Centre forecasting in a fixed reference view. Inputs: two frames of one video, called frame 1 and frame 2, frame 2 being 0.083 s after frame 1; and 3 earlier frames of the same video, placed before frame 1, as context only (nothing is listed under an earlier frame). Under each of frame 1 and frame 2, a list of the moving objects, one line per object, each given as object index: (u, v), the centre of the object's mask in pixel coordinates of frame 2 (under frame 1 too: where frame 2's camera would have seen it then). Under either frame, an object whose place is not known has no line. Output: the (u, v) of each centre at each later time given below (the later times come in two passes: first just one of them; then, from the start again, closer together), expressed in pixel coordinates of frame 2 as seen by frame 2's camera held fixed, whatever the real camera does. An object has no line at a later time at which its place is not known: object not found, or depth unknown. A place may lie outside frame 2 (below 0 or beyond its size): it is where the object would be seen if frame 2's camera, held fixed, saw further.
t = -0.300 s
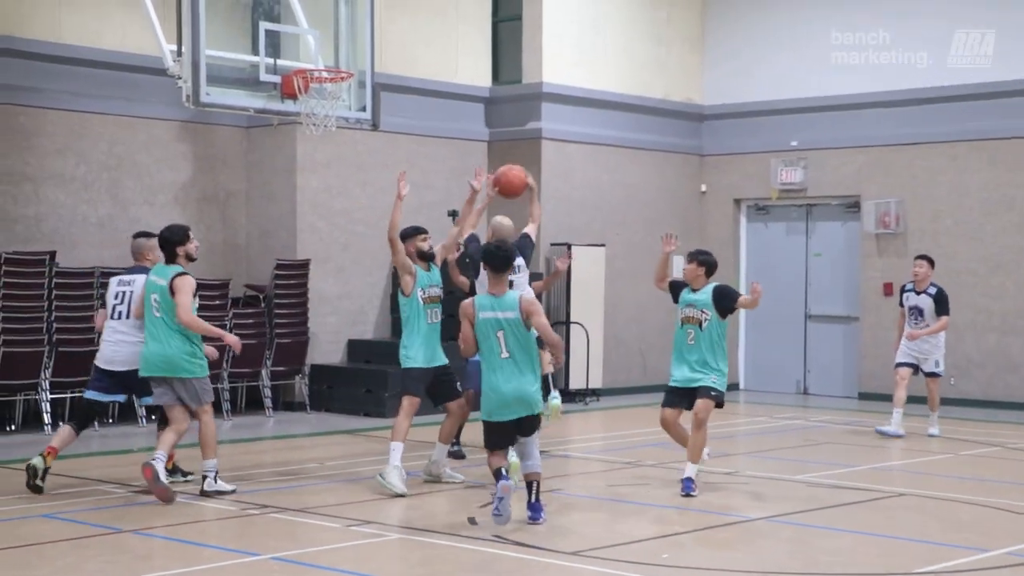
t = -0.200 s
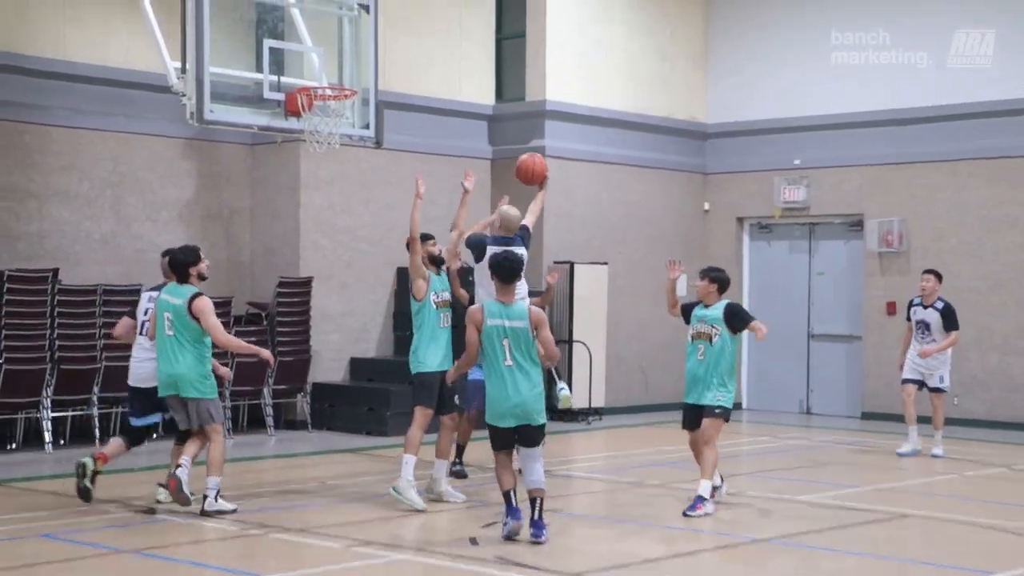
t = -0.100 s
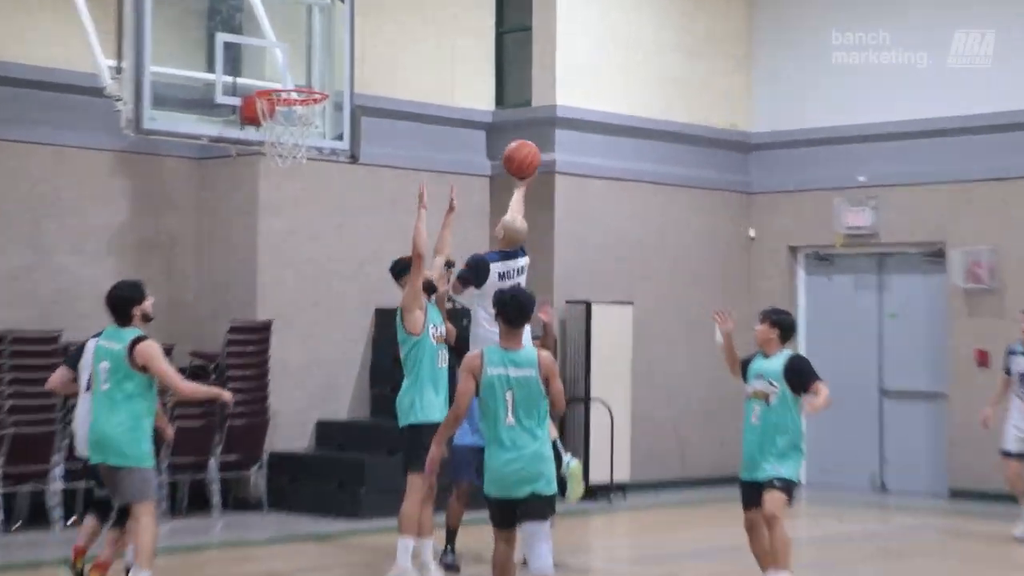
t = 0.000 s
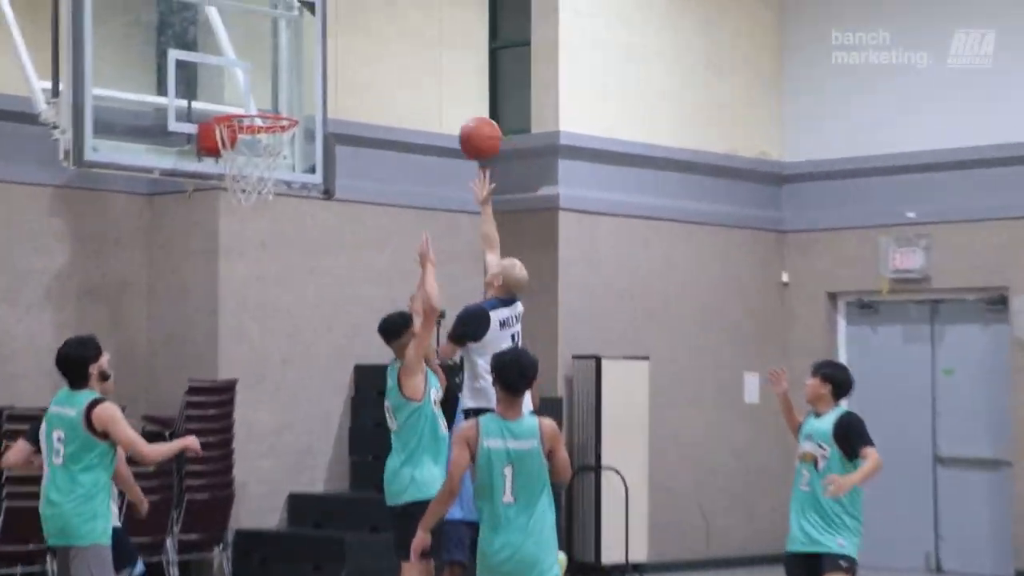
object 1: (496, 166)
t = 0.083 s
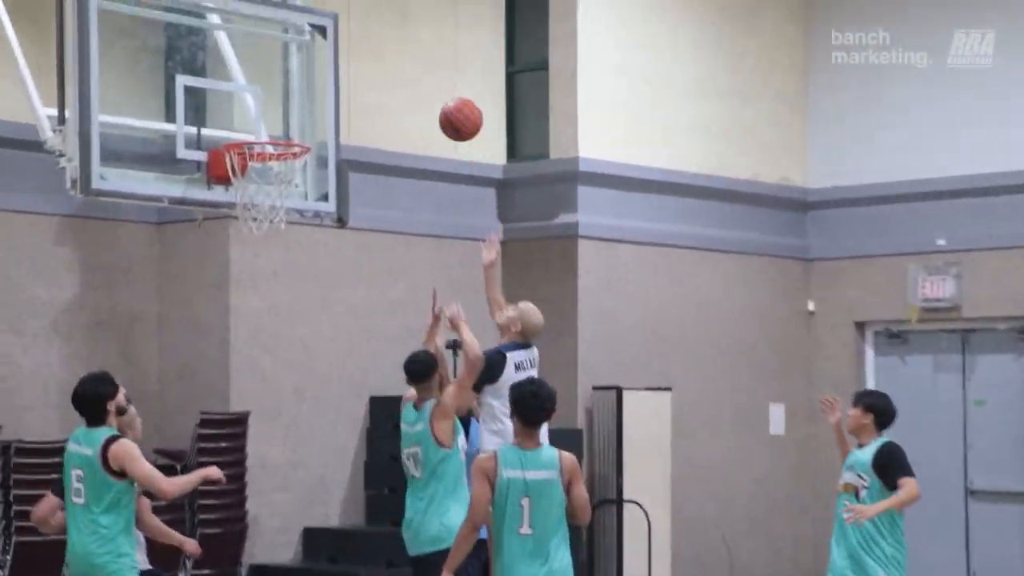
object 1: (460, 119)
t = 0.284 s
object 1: (376, 63)
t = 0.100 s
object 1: (453, 112)
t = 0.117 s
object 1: (446, 105)
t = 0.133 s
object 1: (439, 98)
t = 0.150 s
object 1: (432, 93)
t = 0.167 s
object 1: (425, 87)
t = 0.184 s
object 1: (418, 82)
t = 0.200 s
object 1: (410, 77)
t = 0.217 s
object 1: (403, 74)
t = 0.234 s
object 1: (396, 70)
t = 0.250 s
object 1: (390, 68)
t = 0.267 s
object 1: (383, 65)
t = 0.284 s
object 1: (376, 63)
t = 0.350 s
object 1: (347, 60)
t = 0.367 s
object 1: (341, 60)
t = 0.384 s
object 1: (333, 61)
